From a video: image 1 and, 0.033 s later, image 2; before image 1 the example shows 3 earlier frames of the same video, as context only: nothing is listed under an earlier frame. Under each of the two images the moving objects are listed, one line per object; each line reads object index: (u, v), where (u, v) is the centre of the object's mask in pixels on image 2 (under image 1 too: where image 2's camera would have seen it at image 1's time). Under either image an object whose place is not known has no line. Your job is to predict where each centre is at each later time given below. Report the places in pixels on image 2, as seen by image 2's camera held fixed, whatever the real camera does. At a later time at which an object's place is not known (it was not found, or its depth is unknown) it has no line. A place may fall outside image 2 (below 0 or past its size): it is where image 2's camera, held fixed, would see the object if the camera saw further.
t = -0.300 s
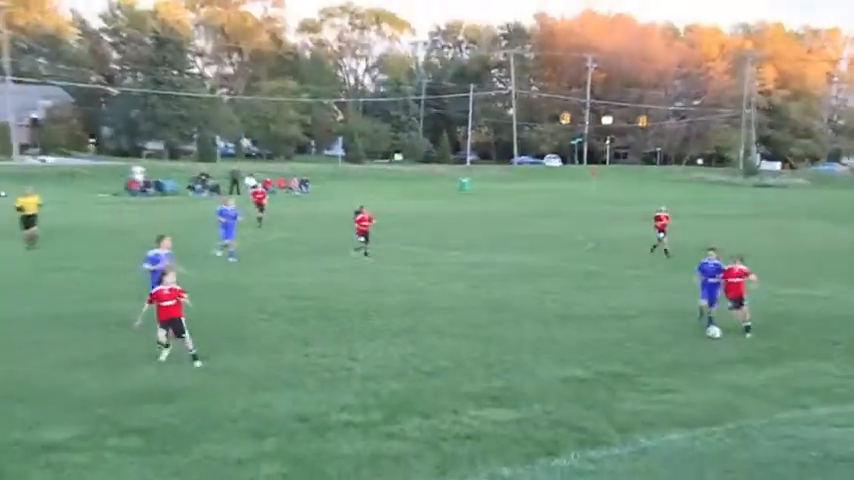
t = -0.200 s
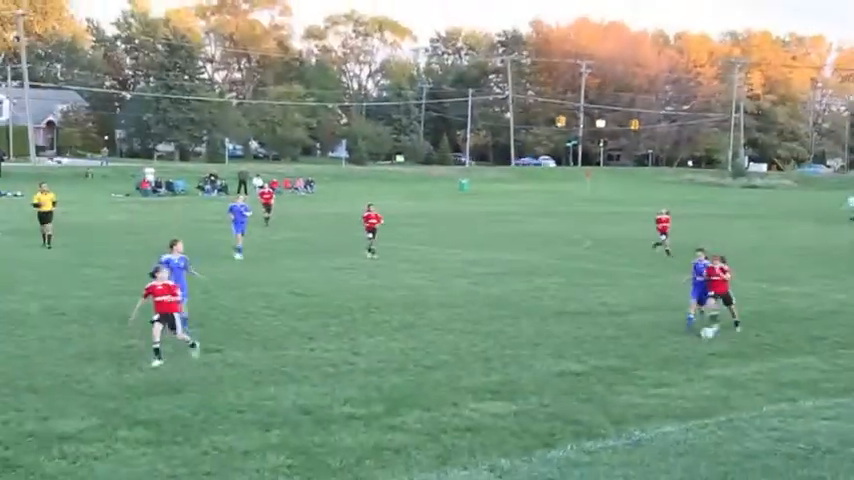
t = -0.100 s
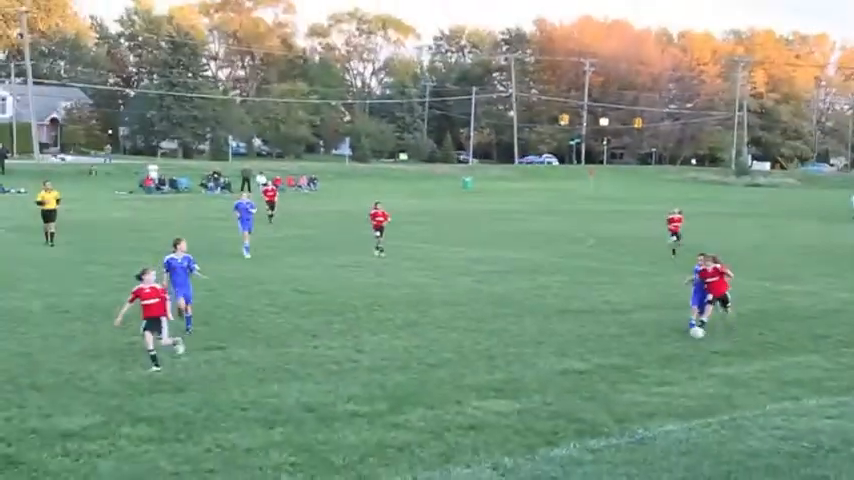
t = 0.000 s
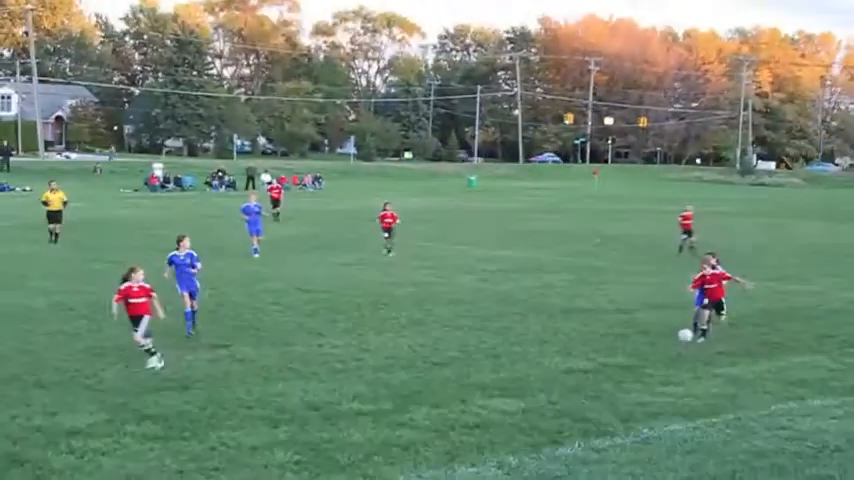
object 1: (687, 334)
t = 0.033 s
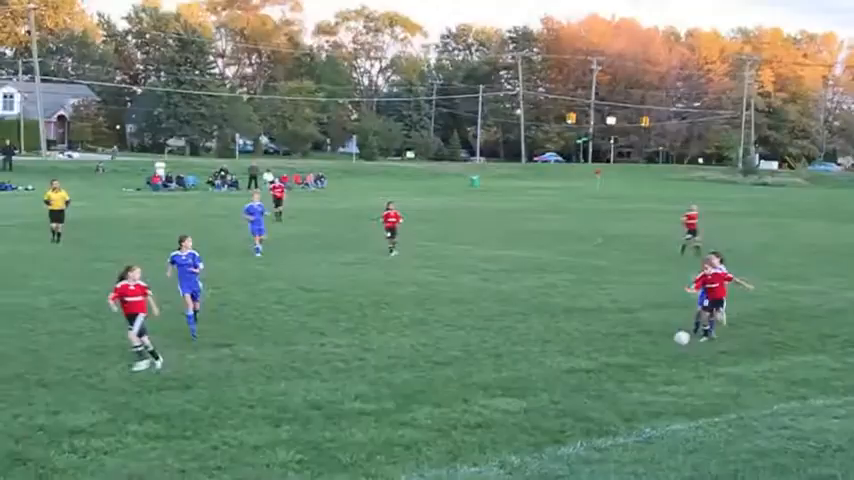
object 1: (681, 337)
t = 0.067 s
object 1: (676, 341)
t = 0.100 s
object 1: (670, 345)
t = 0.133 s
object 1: (665, 351)
